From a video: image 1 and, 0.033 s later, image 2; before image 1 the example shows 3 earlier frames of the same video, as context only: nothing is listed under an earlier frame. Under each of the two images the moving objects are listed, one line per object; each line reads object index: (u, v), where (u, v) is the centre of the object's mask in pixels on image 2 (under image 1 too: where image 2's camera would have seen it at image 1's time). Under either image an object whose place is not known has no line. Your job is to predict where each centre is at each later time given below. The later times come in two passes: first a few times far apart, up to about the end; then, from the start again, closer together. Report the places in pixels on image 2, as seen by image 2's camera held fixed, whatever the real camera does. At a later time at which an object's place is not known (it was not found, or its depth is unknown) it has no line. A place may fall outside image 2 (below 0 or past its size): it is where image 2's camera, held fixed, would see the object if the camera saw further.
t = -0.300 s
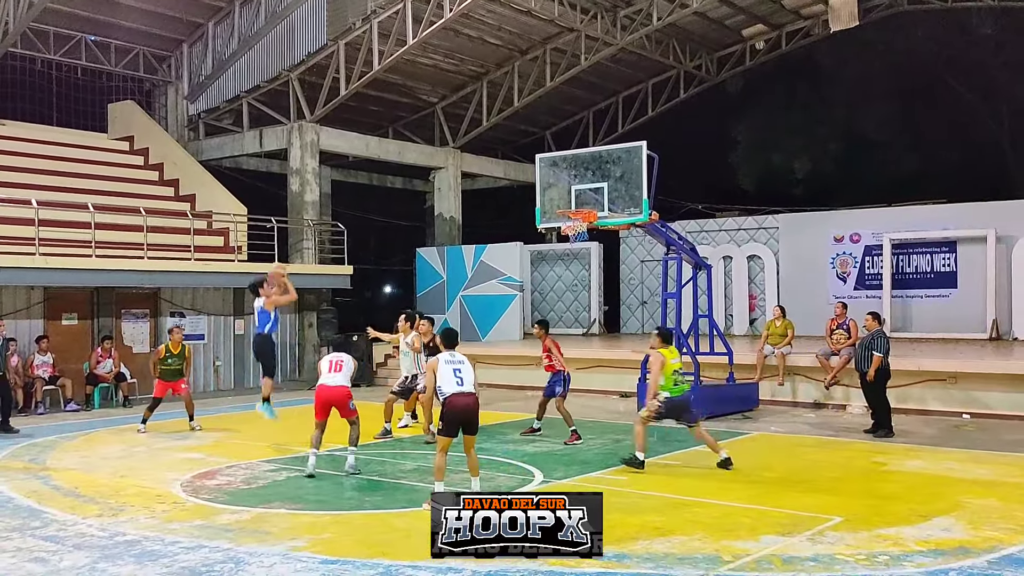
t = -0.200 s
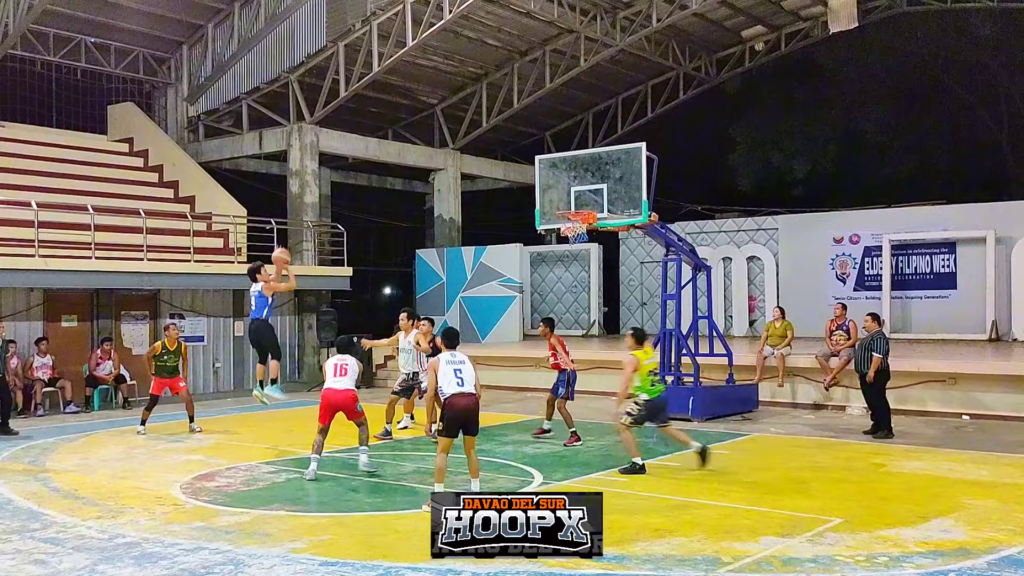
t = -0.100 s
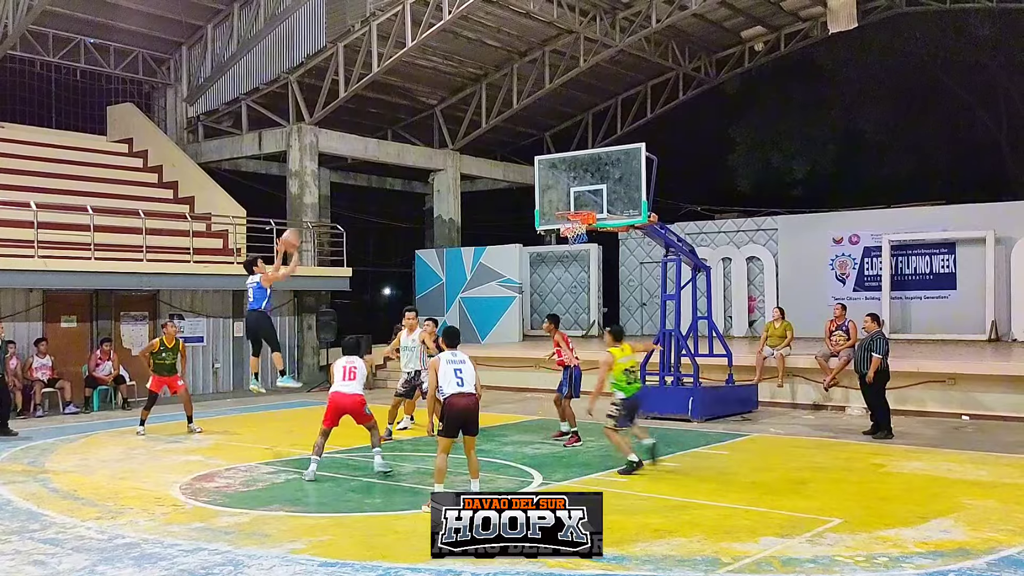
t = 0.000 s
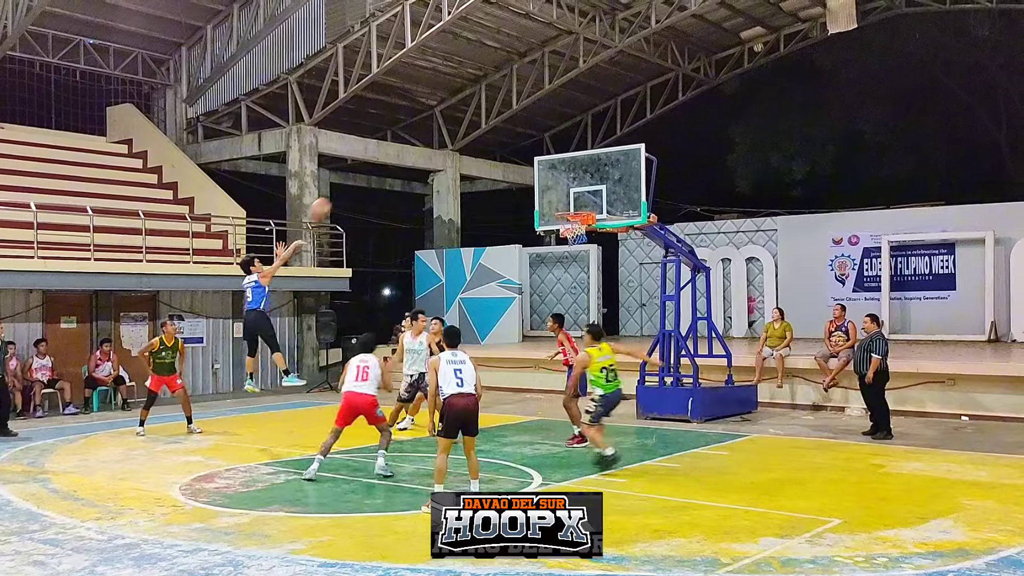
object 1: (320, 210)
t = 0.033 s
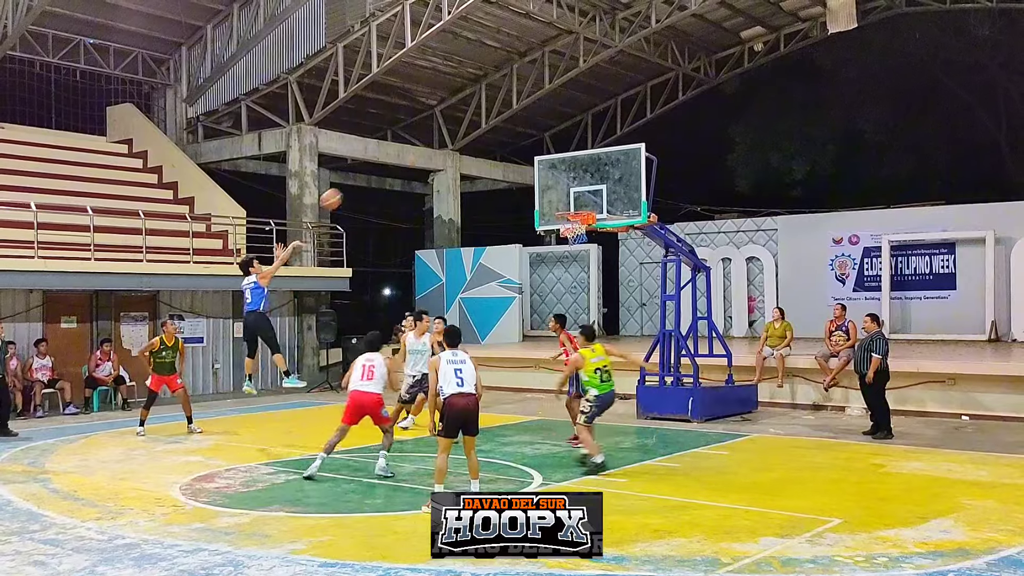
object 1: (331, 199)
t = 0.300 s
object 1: (415, 157)
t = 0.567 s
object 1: (497, 165)
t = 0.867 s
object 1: (565, 189)
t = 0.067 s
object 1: (342, 191)
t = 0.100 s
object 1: (352, 184)
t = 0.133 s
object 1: (363, 177)
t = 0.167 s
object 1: (374, 171)
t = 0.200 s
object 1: (383, 167)
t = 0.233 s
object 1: (393, 163)
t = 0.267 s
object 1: (404, 160)
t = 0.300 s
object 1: (415, 157)
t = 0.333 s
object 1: (426, 154)
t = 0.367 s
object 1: (436, 154)
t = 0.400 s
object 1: (446, 154)
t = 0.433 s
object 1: (456, 154)
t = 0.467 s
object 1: (466, 156)
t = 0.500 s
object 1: (476, 158)
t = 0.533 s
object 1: (486, 162)
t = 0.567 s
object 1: (497, 165)
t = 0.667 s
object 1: (526, 184)
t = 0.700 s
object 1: (535, 190)
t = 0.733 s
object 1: (547, 198)
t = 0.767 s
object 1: (554, 205)
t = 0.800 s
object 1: (559, 200)
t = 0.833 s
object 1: (562, 194)
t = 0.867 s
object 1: (565, 189)
